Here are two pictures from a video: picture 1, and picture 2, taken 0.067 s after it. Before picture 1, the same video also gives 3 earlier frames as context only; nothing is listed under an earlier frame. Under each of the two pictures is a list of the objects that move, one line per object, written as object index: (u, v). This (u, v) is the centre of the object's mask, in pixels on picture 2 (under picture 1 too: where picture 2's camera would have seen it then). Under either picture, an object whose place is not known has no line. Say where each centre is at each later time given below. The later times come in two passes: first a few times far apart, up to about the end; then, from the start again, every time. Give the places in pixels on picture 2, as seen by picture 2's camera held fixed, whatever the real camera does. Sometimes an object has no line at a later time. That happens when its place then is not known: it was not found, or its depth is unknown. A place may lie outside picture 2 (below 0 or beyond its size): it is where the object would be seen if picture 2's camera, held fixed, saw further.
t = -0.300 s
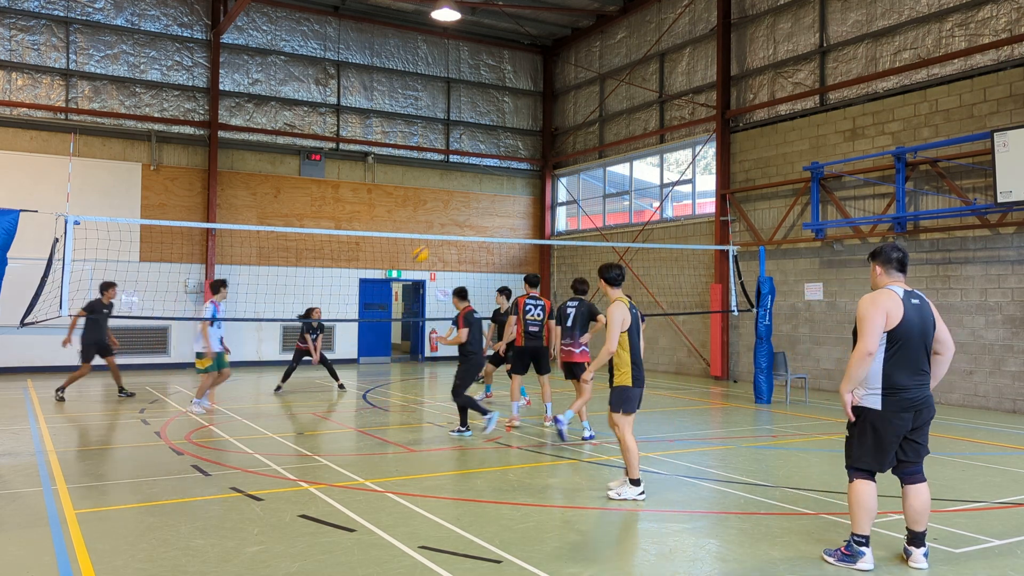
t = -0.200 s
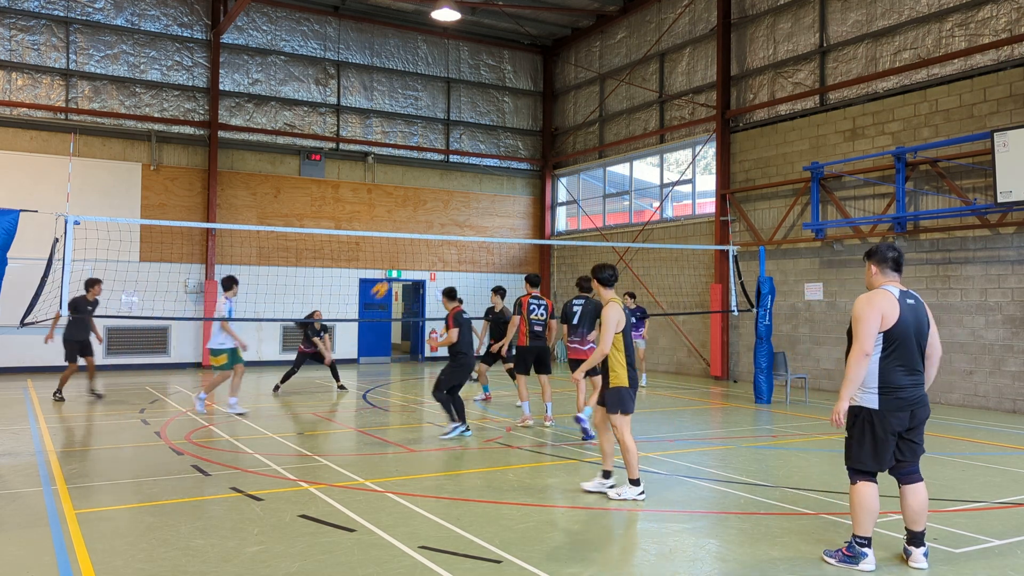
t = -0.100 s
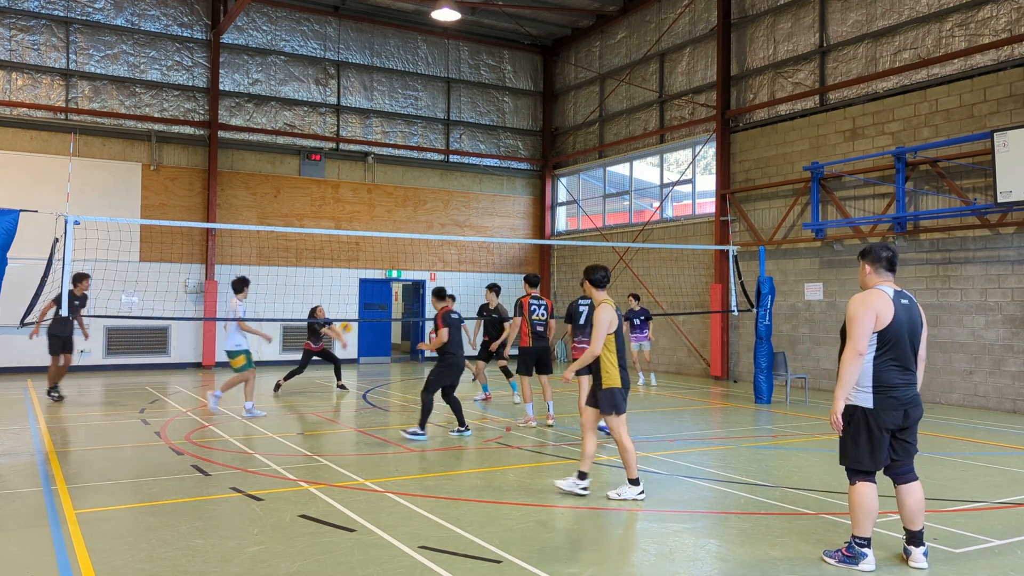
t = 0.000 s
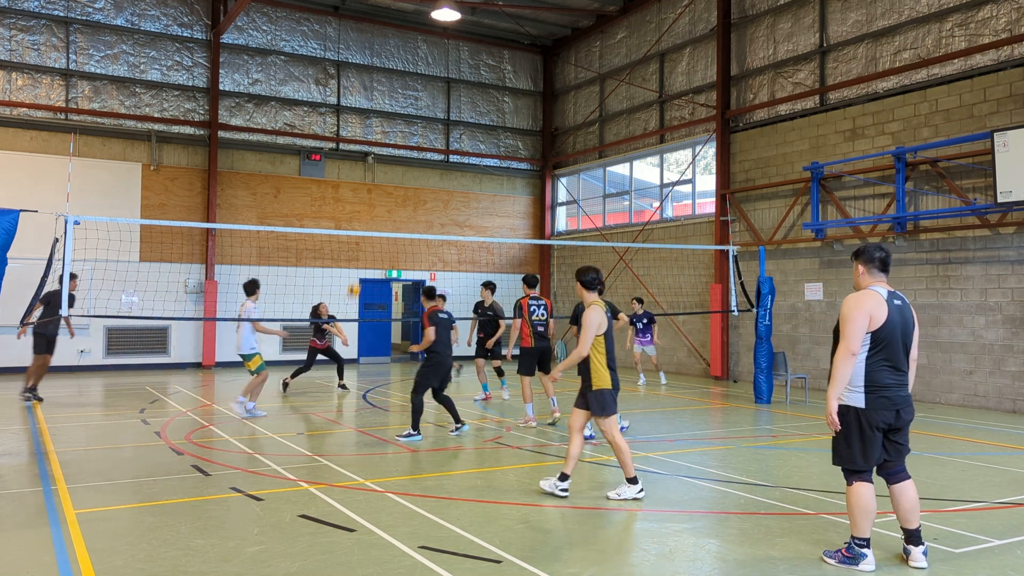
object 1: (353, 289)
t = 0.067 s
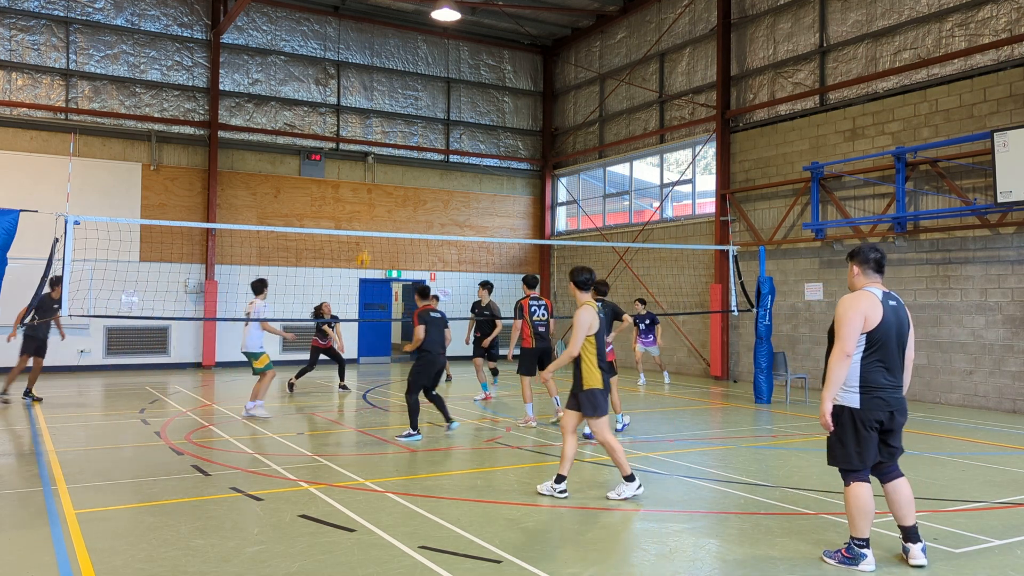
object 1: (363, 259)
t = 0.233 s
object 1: (386, 193)
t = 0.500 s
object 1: (424, 121)
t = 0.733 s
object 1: (457, 92)
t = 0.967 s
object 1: (491, 96)
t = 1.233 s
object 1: (531, 146)
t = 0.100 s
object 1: (368, 245)
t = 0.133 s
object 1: (373, 227)
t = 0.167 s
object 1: (377, 218)
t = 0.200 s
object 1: (382, 204)
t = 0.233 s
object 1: (386, 193)
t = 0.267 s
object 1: (391, 181)
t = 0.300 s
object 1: (396, 171)
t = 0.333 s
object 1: (401, 162)
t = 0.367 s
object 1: (405, 152)
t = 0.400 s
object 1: (410, 144)
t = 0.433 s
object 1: (415, 135)
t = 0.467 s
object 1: (420, 128)
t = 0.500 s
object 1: (424, 121)
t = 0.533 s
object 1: (429, 115)
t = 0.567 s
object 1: (434, 109)
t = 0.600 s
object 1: (439, 104)
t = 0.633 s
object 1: (443, 99)
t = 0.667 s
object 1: (448, 96)
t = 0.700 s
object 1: (453, 93)
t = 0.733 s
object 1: (457, 92)
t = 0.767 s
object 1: (462, 90)
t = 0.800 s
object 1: (467, 89)
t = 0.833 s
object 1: (472, 89)
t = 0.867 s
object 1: (477, 89)
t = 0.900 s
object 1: (481, 91)
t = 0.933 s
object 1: (486, 93)
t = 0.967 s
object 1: (491, 96)
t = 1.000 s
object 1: (496, 99)
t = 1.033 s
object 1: (501, 103)
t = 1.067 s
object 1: (506, 108)
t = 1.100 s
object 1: (511, 114)
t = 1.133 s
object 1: (516, 121)
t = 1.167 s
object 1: (522, 128)
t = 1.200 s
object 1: (526, 136)
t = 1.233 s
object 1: (531, 146)
